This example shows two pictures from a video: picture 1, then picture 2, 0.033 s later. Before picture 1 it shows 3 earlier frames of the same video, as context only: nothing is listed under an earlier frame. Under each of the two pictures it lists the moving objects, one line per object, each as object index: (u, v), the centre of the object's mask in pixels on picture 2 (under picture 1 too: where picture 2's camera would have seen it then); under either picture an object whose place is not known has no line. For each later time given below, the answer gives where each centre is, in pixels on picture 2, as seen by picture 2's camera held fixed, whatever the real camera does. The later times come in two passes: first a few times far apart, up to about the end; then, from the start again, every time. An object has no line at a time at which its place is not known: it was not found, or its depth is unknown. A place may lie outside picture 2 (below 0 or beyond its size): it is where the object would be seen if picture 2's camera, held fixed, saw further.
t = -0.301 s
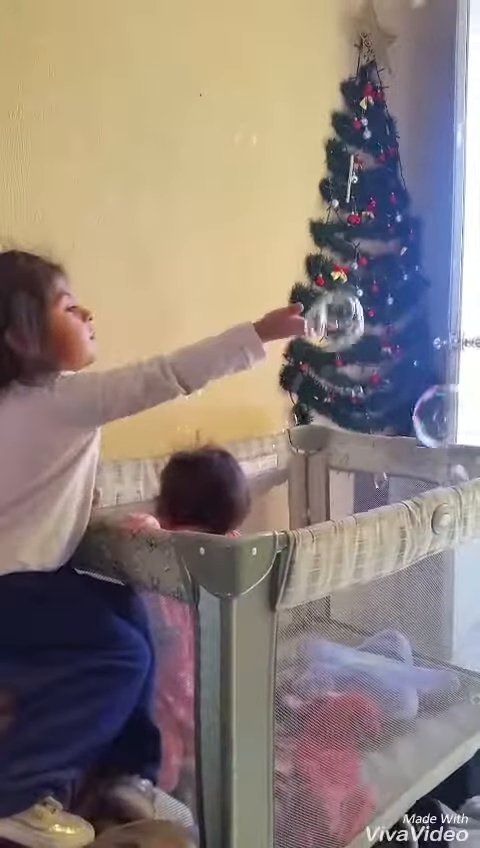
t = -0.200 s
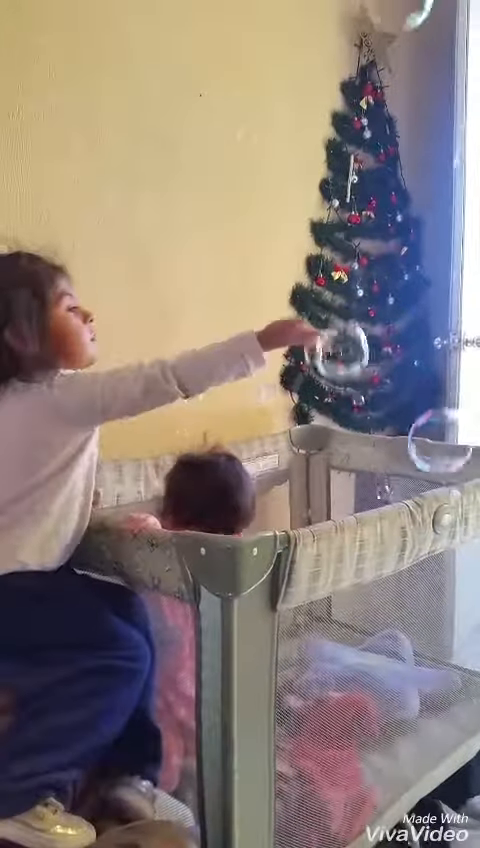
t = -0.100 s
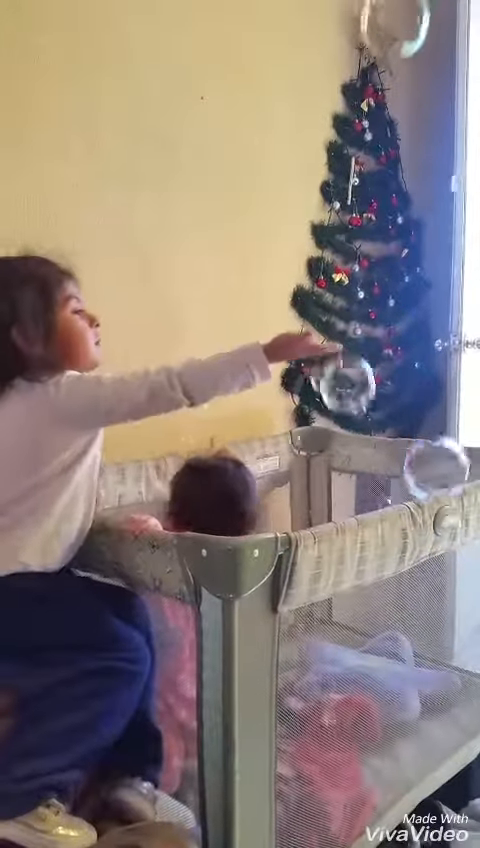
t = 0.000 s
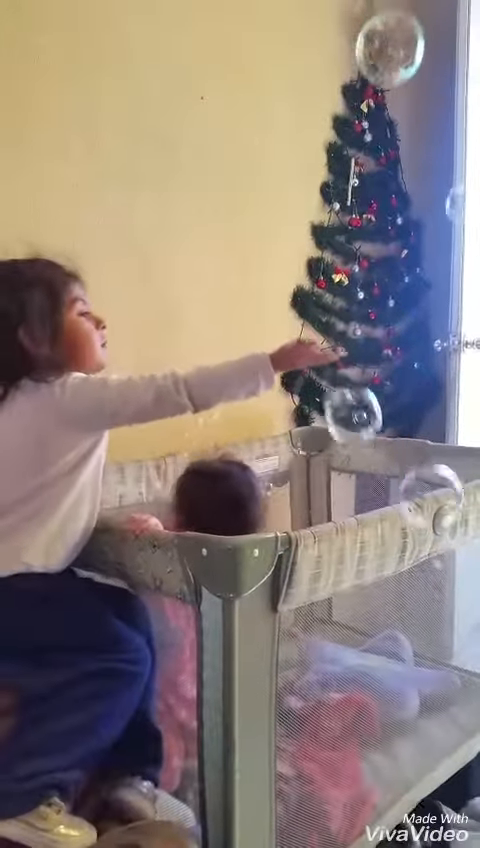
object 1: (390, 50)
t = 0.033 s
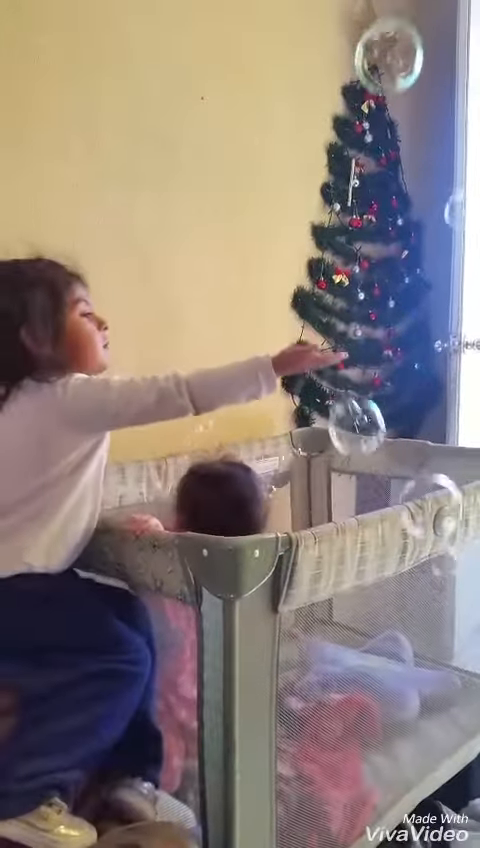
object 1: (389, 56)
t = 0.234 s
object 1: (382, 108)
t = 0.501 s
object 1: (380, 175)
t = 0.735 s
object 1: (381, 229)
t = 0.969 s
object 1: (380, 276)
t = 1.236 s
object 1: (378, 317)
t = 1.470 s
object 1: (377, 340)
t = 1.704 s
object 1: (379, 360)
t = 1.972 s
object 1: (385, 387)
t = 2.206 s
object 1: (391, 415)
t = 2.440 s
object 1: (398, 448)
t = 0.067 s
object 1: (387, 66)
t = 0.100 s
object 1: (386, 74)
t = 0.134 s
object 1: (385, 82)
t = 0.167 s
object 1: (383, 92)
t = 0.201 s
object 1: (383, 101)
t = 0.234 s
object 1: (382, 108)
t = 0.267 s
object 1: (381, 117)
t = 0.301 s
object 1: (380, 125)
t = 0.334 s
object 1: (380, 134)
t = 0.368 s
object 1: (380, 142)
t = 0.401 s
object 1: (380, 151)
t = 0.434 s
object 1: (380, 158)
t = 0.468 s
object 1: (380, 167)
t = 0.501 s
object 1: (380, 175)
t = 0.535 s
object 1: (380, 183)
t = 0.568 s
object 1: (380, 190)
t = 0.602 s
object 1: (380, 198)
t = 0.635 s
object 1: (380, 206)
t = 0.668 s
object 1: (381, 215)
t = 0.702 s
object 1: (381, 222)
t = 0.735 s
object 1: (381, 229)
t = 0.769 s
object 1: (381, 236)
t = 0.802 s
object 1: (381, 243)
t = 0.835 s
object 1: (381, 250)
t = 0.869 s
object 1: (381, 257)
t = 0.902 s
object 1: (380, 263)
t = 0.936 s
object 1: (380, 270)
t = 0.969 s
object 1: (380, 276)
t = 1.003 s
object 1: (379, 282)
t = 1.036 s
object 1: (379, 289)
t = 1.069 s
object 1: (379, 294)
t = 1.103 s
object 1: (378, 299)
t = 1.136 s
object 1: (379, 304)
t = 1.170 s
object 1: (378, 309)
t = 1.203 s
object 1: (378, 313)
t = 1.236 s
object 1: (378, 317)
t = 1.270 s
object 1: (377, 321)
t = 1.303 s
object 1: (377, 324)
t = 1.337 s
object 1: (377, 327)
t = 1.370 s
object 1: (377, 331)
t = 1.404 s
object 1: (377, 334)
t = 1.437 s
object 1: (377, 337)
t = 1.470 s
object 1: (377, 340)
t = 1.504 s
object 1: (377, 342)
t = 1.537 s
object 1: (377, 345)
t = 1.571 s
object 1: (377, 348)
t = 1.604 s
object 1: (377, 351)
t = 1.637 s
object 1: (378, 354)
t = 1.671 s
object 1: (378, 356)
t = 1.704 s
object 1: (379, 360)
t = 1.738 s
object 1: (380, 364)
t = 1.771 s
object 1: (381, 367)
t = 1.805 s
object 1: (381, 369)
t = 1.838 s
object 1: (382, 372)
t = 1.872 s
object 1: (382, 375)
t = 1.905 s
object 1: (383, 379)
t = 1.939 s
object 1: (384, 382)
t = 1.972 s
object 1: (385, 387)
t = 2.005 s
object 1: (386, 391)
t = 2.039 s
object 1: (387, 394)
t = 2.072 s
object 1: (387, 399)
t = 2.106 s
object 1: (388, 403)
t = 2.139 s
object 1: (390, 408)
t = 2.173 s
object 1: (391, 412)
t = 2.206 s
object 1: (391, 415)
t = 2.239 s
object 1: (392, 419)
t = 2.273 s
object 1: (393, 423)
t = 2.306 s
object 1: (394, 427)
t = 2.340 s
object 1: (395, 434)
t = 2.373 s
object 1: (396, 438)
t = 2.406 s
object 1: (396, 444)
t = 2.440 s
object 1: (398, 448)
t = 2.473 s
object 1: (400, 453)
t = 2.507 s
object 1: (401, 459)
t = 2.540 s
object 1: (401, 462)
